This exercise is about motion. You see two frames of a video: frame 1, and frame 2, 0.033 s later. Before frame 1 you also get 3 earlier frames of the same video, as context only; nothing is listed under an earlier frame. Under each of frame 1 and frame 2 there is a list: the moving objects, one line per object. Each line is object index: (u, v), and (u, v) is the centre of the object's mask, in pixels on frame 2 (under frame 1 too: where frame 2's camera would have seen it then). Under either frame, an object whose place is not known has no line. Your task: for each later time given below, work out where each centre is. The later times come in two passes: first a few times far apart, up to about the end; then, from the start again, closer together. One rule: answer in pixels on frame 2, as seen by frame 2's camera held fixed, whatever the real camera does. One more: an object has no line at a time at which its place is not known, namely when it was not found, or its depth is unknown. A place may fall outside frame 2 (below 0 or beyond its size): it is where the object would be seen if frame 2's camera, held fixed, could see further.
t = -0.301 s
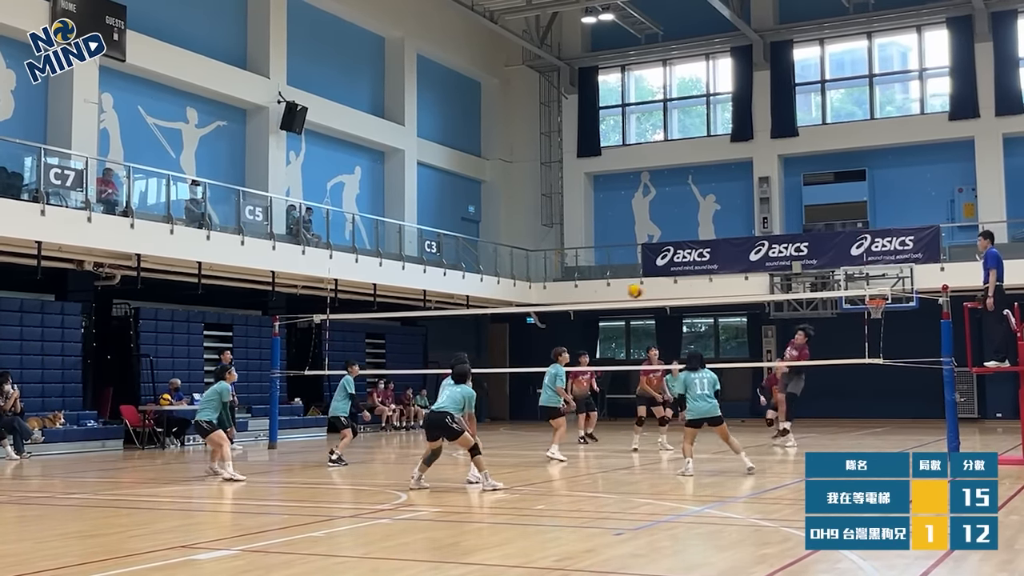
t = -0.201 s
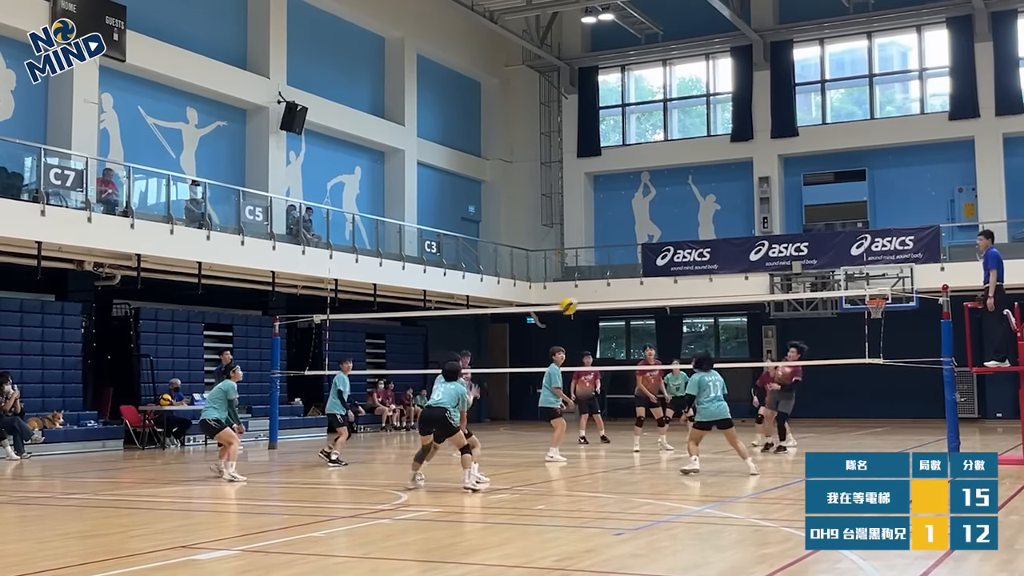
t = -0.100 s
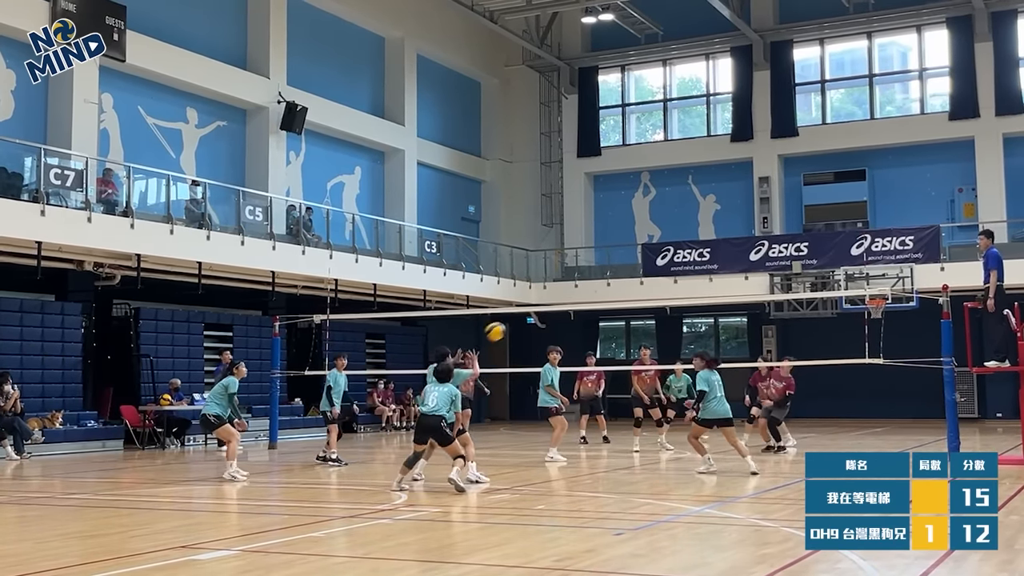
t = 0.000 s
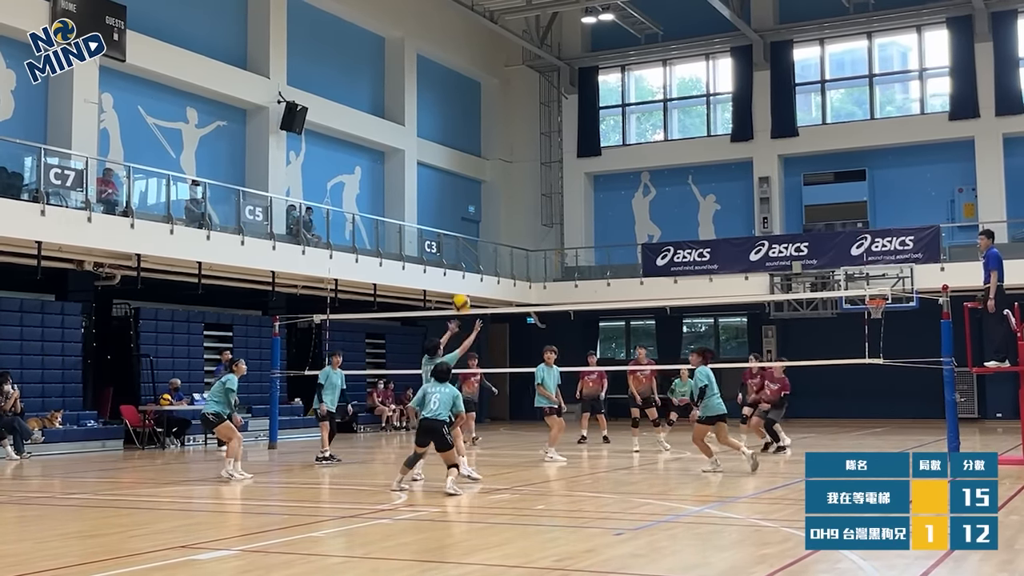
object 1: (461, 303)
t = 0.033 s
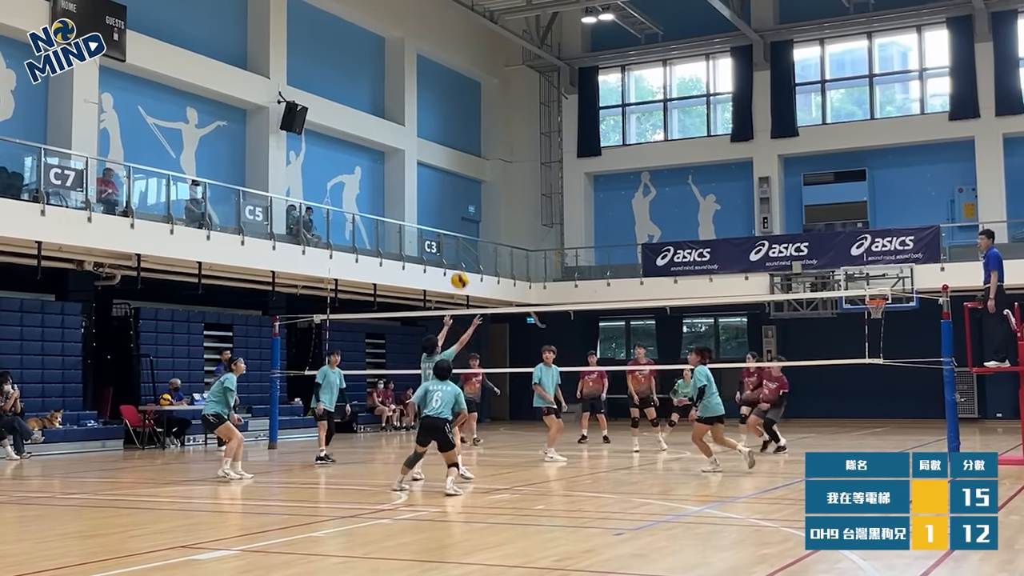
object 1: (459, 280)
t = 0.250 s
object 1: (452, 157)
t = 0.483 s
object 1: (442, 73)
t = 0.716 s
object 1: (432, 35)
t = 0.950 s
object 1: (422, 40)
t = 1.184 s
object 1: (413, 86)
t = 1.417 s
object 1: (405, 173)
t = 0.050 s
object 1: (459, 269)
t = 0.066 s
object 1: (459, 259)
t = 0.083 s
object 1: (458, 248)
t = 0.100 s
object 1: (458, 238)
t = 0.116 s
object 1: (457, 227)
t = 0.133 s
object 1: (457, 218)
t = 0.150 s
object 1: (456, 208)
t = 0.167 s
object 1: (455, 199)
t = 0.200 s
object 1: (454, 182)
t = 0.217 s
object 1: (454, 174)
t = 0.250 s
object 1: (452, 157)
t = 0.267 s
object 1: (451, 150)
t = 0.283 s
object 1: (451, 143)
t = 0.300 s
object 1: (450, 136)
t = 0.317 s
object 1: (450, 129)
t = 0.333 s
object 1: (449, 122)
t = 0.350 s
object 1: (448, 115)
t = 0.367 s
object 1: (447, 109)
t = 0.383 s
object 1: (447, 104)
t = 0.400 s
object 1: (446, 98)
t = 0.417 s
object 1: (445, 93)
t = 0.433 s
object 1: (444, 87)
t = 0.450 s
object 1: (444, 83)
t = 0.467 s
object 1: (443, 78)
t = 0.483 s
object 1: (442, 73)
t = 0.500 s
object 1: (441, 69)
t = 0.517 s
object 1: (441, 65)
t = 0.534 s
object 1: (440, 62)
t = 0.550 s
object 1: (440, 58)
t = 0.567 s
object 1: (438, 55)
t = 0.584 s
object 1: (437, 51)
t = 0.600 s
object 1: (437, 49)
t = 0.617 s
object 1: (436, 46)
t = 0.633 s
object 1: (436, 44)
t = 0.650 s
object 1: (435, 41)
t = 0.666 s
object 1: (434, 39)
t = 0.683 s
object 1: (433, 38)
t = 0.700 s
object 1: (432, 36)
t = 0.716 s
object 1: (432, 35)
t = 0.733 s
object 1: (431, 34)
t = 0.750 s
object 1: (431, 33)
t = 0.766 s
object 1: (430, 32)
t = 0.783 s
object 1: (429, 32)
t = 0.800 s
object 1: (428, 32)
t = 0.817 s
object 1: (427, 32)
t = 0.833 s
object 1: (427, 32)
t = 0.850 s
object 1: (426, 32)
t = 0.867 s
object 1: (425, 33)
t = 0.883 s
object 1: (425, 34)
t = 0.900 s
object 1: (424, 35)
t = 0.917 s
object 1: (423, 36)
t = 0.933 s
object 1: (422, 38)
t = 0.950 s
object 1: (422, 40)
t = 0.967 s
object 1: (422, 41)
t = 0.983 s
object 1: (420, 43)
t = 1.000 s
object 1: (420, 46)
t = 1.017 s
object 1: (419, 48)
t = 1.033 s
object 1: (418, 52)
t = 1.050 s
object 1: (418, 54)
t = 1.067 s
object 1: (418, 58)
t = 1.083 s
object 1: (417, 61)
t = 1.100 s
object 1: (416, 65)
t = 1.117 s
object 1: (415, 68)
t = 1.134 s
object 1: (415, 73)
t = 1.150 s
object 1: (414, 77)
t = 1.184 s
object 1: (413, 86)
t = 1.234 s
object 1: (411, 101)
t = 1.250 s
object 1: (410, 107)
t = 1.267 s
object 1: (410, 113)
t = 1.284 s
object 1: (409, 118)
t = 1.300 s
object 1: (408, 124)
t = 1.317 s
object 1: (408, 131)
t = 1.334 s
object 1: (408, 137)
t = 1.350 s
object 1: (407, 144)
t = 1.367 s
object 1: (407, 151)
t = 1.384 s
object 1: (406, 157)
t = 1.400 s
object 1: (405, 165)
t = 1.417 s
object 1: (405, 173)
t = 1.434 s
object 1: (405, 181)
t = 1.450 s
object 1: (405, 188)
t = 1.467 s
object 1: (404, 196)
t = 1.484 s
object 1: (403, 205)
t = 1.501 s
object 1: (403, 212)
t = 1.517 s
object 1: (402, 221)
